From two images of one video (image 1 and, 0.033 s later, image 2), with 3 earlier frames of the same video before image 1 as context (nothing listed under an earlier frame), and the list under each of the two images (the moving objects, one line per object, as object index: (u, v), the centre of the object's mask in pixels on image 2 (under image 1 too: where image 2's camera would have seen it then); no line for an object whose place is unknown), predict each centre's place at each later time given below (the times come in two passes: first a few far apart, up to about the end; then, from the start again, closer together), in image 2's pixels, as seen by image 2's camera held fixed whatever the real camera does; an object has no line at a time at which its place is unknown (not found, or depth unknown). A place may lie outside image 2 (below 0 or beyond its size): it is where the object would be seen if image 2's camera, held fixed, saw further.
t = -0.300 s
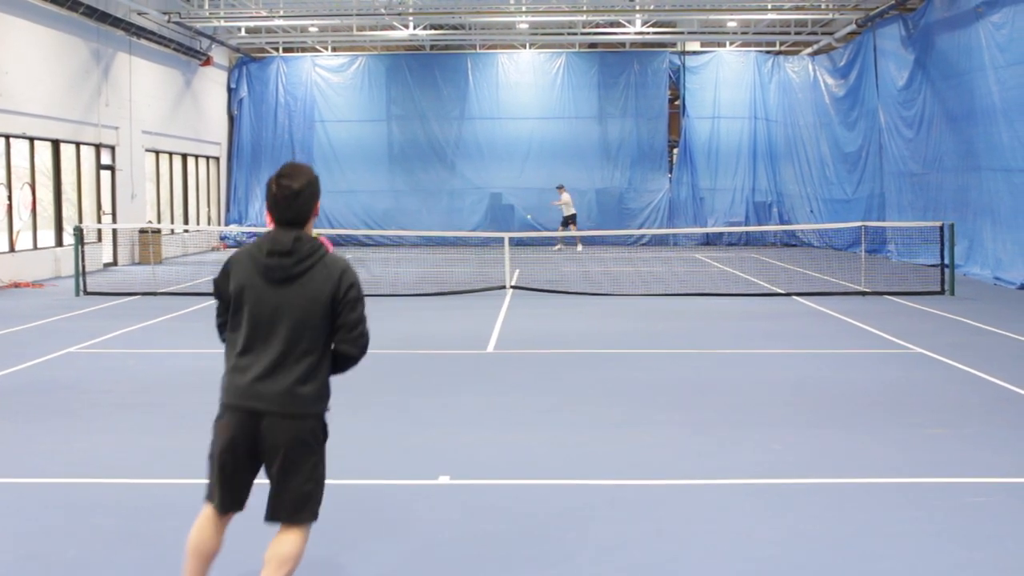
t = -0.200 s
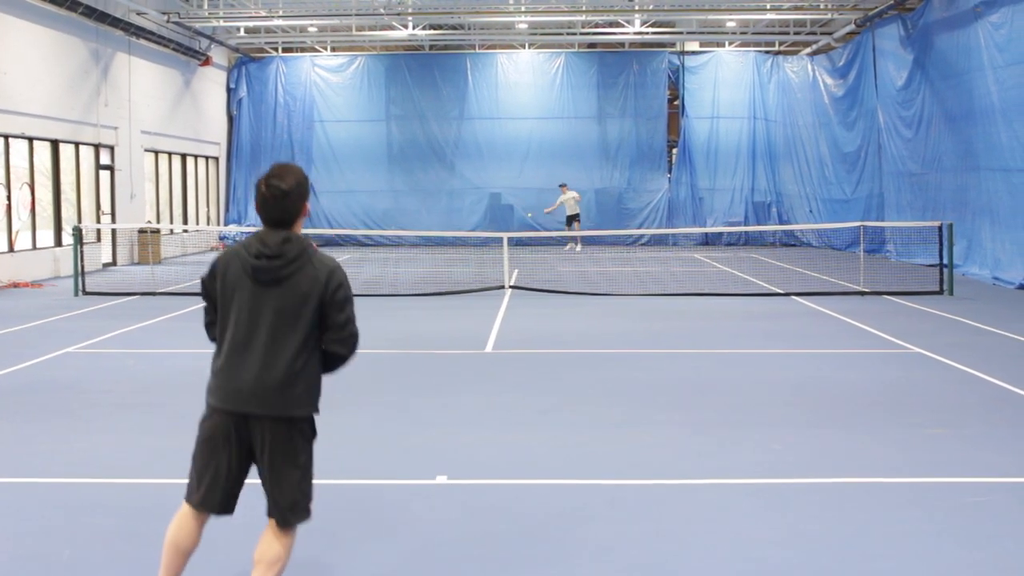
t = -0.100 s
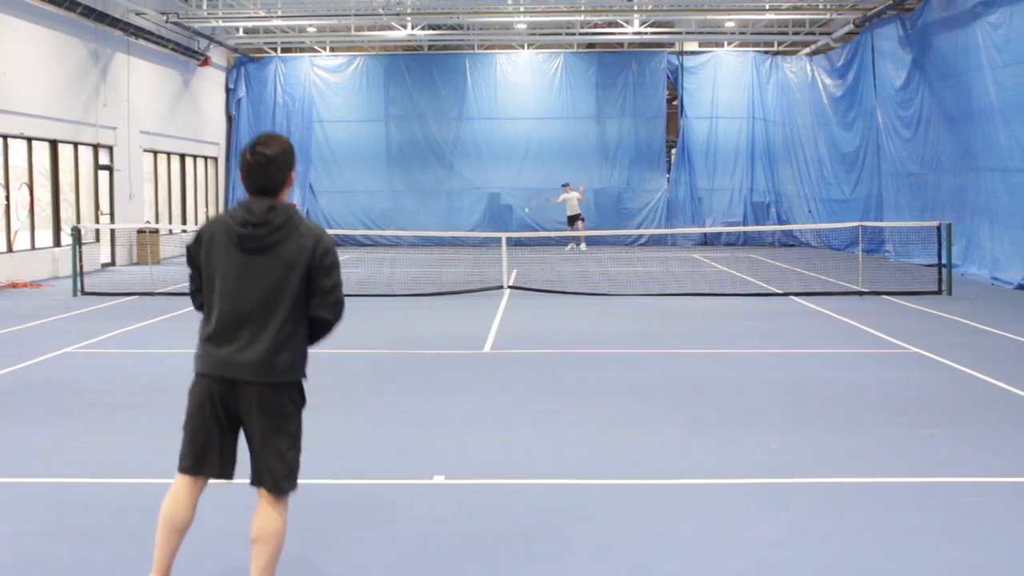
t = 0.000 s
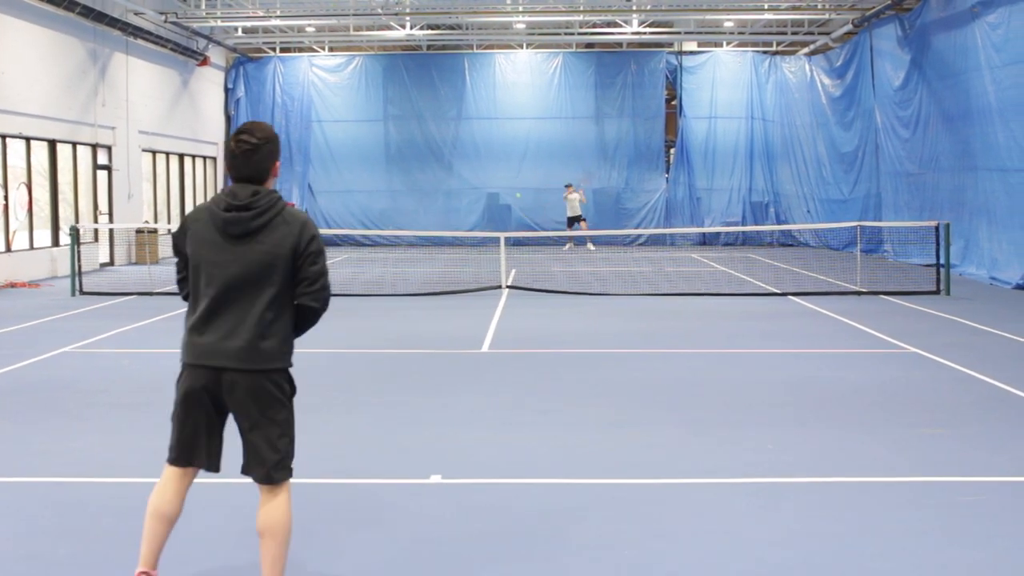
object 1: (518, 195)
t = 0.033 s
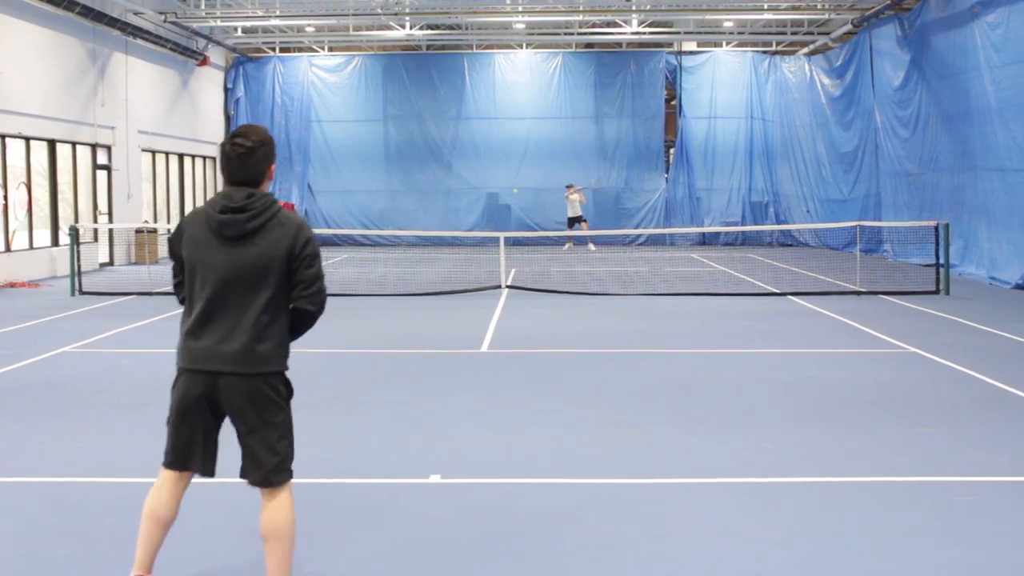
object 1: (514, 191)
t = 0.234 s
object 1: (496, 177)
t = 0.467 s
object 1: (466, 199)
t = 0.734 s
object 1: (408, 327)
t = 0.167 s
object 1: (502, 179)
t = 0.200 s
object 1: (499, 178)
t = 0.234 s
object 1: (496, 177)
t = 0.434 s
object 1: (471, 193)
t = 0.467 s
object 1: (466, 199)
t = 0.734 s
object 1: (408, 327)
